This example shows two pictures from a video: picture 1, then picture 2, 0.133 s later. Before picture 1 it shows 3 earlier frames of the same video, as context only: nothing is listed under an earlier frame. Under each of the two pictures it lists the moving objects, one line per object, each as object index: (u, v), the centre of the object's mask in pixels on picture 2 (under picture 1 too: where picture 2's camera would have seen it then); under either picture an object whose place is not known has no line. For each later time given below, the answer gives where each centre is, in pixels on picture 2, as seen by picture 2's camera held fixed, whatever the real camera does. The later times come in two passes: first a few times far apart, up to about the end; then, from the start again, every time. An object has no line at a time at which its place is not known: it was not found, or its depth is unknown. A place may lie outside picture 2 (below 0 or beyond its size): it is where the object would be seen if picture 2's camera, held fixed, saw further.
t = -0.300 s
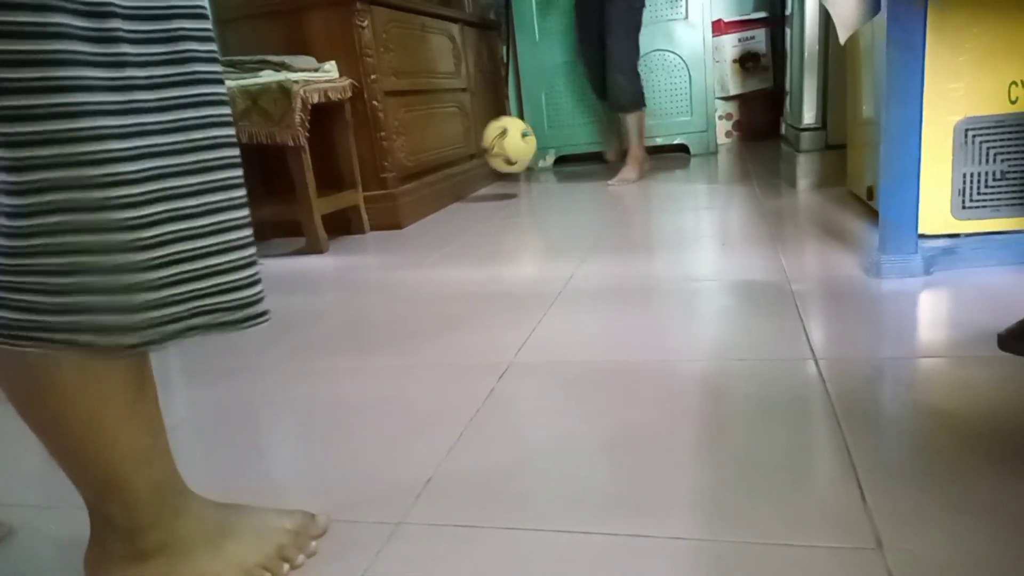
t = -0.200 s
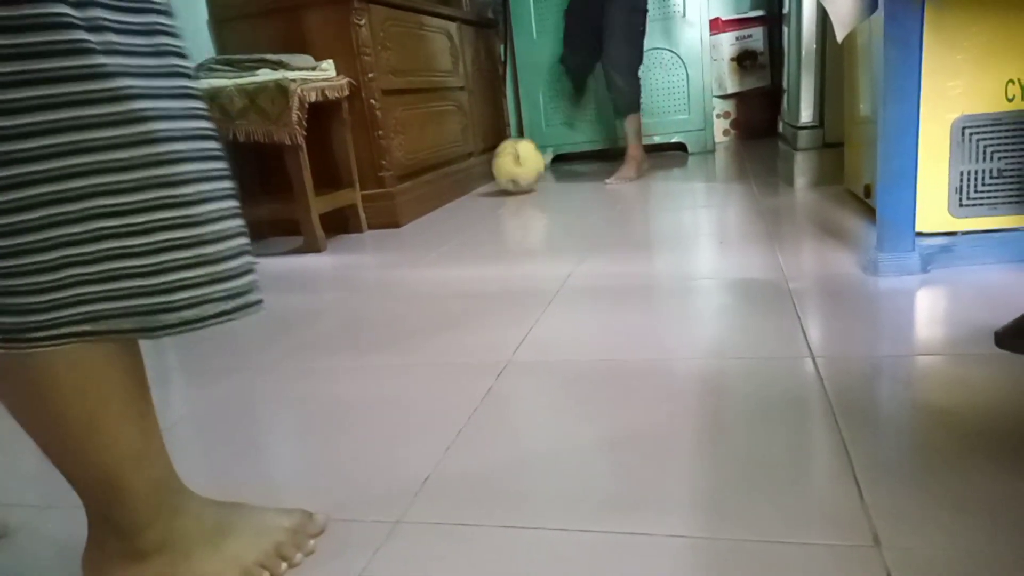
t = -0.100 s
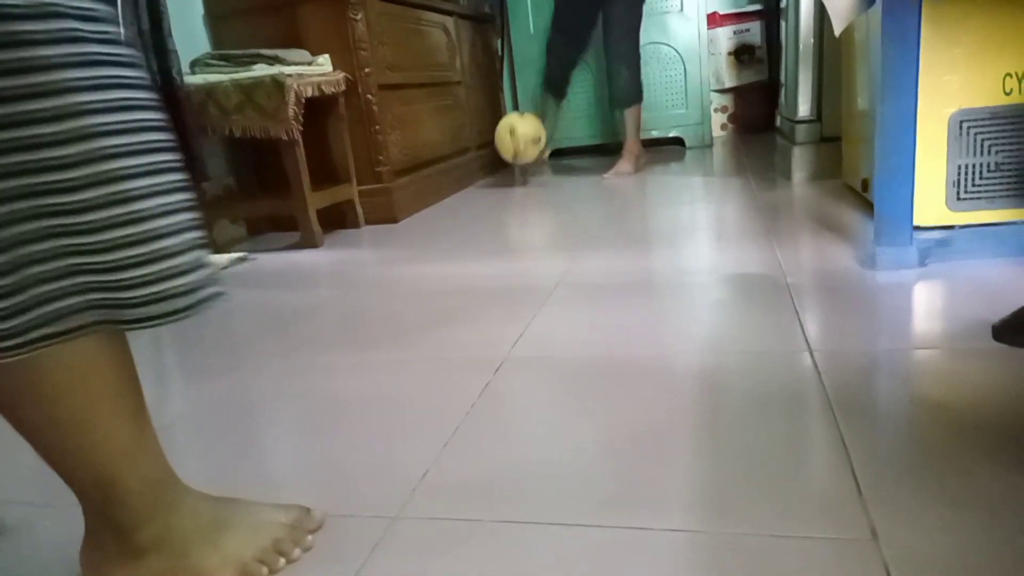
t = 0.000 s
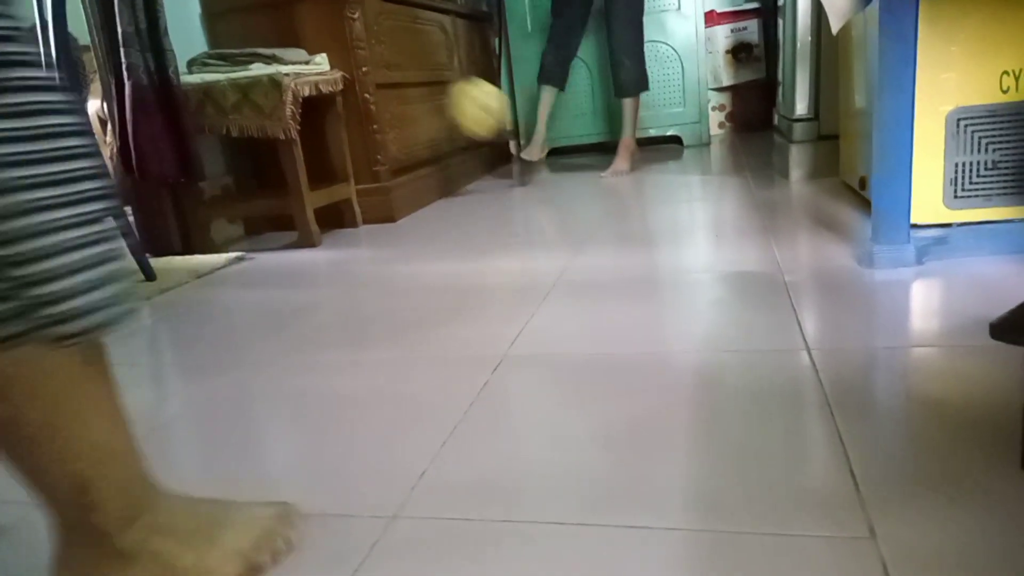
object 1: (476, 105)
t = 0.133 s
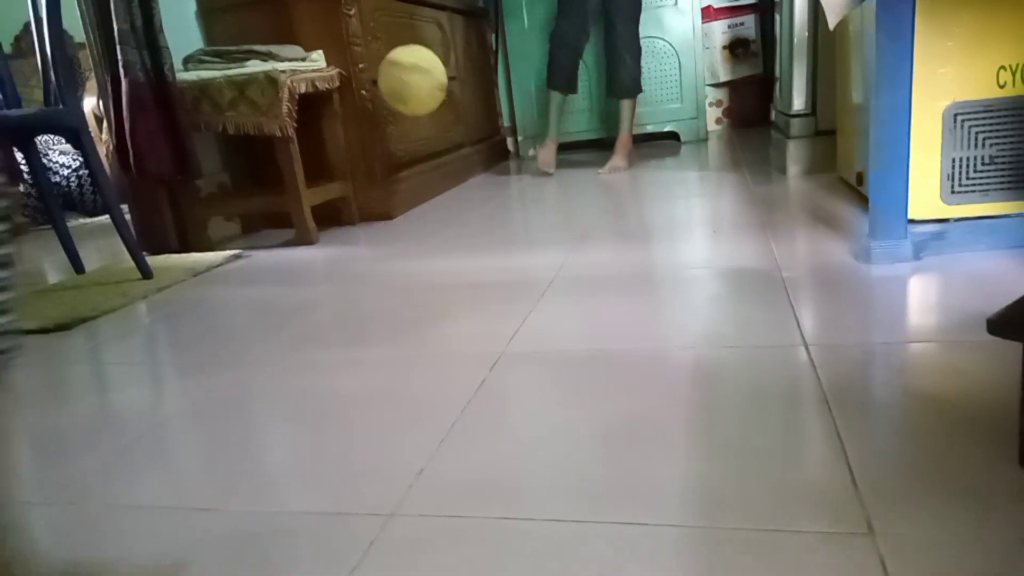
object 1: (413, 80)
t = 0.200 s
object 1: (417, 84)
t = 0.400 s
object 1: (448, 210)
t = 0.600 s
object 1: (435, 114)
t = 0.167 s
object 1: (415, 81)
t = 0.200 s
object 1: (417, 84)
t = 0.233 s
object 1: (422, 97)
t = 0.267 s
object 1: (425, 113)
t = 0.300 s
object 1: (431, 136)
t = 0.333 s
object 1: (434, 160)
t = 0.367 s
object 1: (445, 202)
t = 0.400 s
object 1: (448, 210)
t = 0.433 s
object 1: (445, 182)
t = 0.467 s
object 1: (442, 161)
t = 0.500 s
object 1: (438, 141)
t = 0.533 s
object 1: (436, 127)
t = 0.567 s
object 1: (435, 118)
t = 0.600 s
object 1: (435, 114)
